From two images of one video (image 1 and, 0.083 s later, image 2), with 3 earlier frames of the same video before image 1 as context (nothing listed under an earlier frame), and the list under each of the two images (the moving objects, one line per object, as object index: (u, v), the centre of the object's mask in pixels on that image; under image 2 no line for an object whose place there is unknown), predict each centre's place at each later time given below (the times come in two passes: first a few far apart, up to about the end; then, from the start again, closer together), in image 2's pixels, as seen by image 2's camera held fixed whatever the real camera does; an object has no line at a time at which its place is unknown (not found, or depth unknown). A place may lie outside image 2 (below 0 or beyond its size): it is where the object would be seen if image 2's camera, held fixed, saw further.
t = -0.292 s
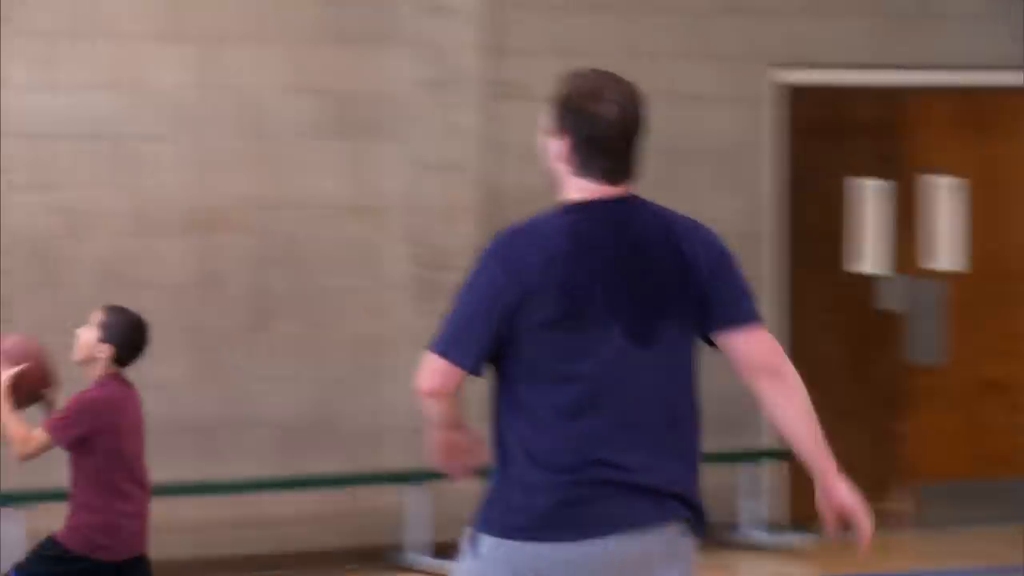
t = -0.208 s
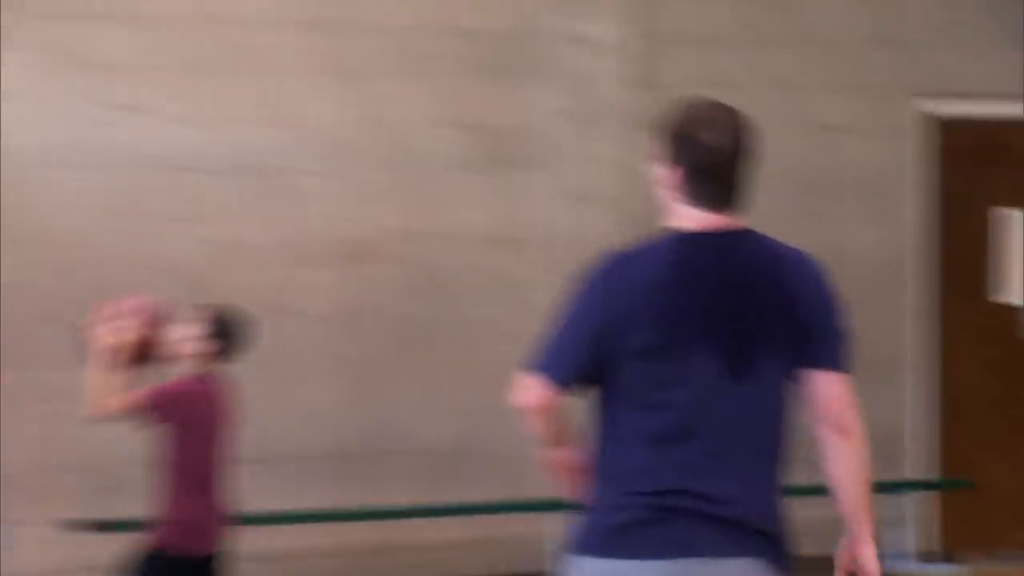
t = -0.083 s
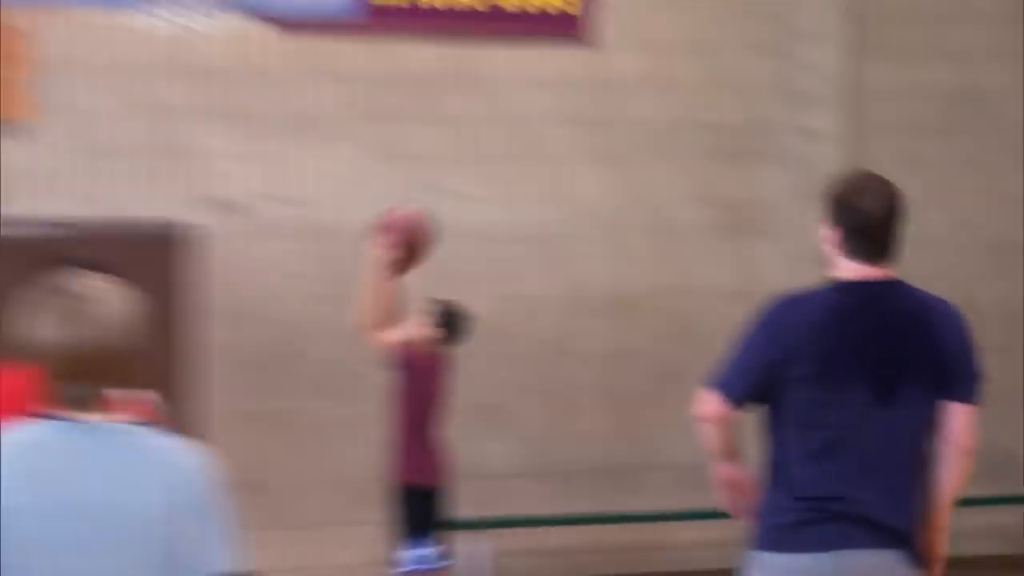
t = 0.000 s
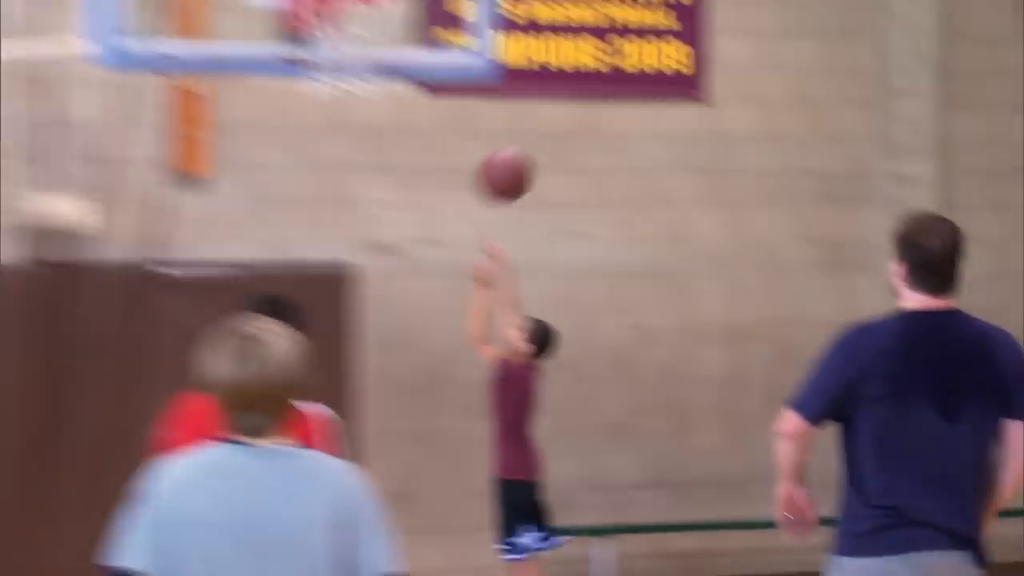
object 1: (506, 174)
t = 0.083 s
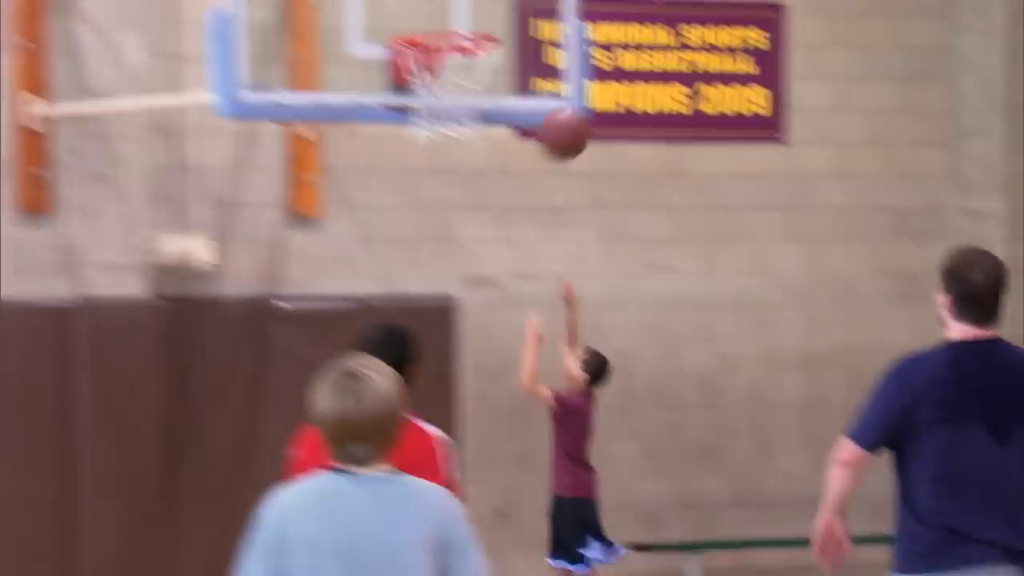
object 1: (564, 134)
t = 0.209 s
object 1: (519, 43)
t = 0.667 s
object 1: (467, 39)
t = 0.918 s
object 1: (418, 175)
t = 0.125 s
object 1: (550, 98)
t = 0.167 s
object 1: (533, 70)
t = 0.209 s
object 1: (519, 43)
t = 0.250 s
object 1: (501, 20)
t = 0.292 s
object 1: (486, 1)
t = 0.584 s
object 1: (471, 7)
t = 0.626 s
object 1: (470, 17)
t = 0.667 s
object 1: (467, 39)
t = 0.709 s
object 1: (459, 57)
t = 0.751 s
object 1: (448, 71)
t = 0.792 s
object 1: (440, 95)
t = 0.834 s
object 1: (434, 115)
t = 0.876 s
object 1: (425, 146)
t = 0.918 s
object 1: (418, 175)
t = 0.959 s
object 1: (412, 209)
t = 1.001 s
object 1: (405, 244)
